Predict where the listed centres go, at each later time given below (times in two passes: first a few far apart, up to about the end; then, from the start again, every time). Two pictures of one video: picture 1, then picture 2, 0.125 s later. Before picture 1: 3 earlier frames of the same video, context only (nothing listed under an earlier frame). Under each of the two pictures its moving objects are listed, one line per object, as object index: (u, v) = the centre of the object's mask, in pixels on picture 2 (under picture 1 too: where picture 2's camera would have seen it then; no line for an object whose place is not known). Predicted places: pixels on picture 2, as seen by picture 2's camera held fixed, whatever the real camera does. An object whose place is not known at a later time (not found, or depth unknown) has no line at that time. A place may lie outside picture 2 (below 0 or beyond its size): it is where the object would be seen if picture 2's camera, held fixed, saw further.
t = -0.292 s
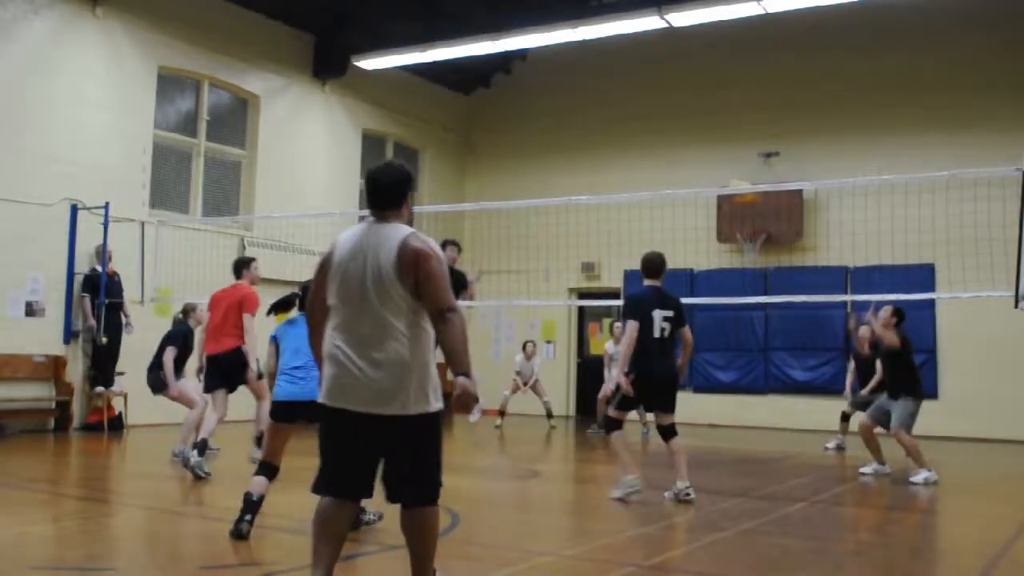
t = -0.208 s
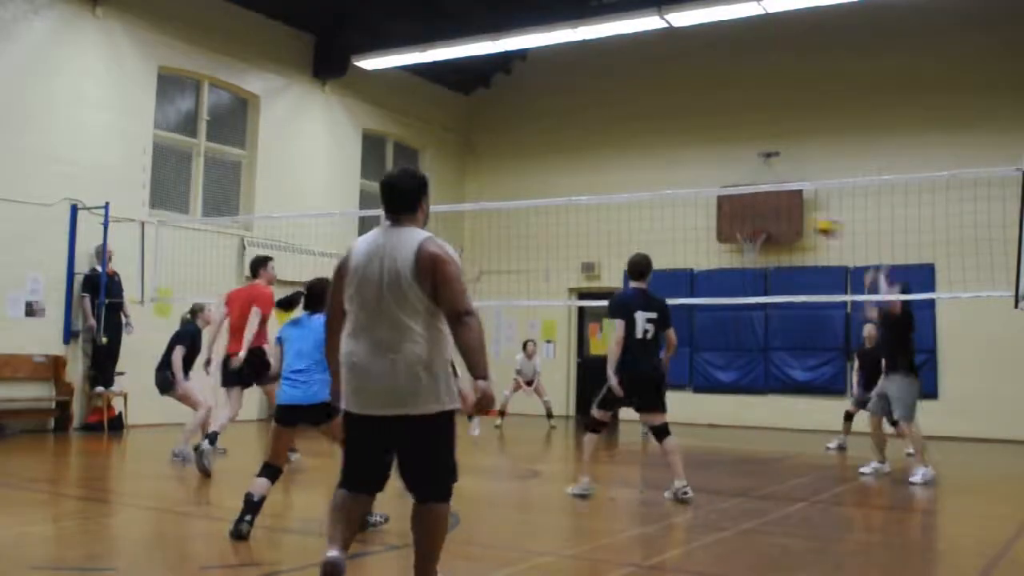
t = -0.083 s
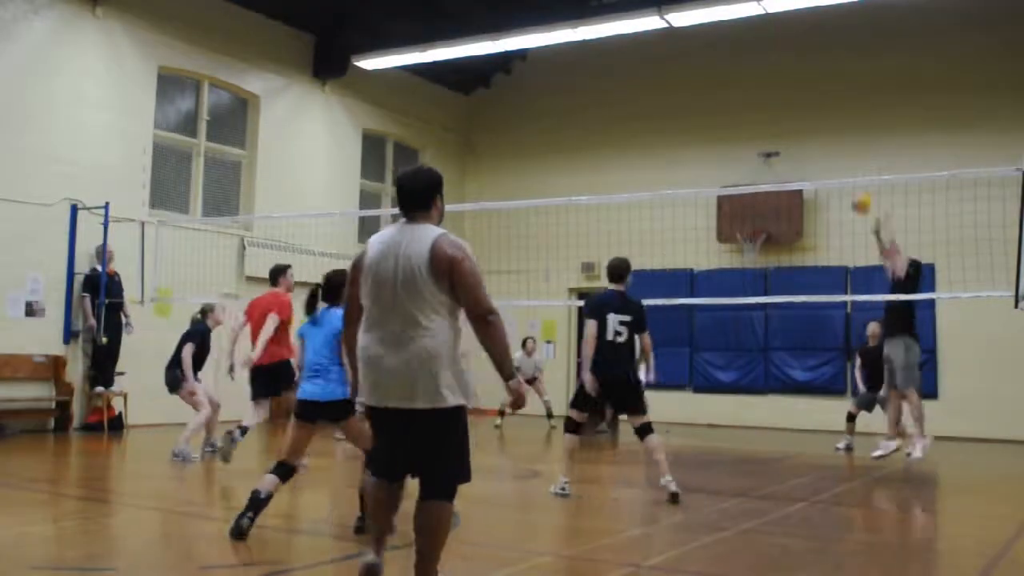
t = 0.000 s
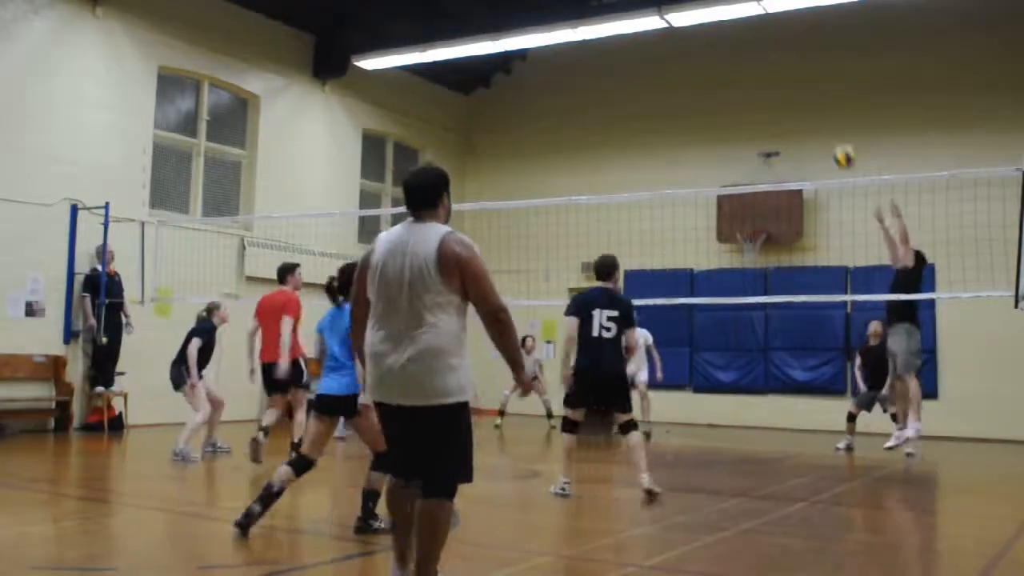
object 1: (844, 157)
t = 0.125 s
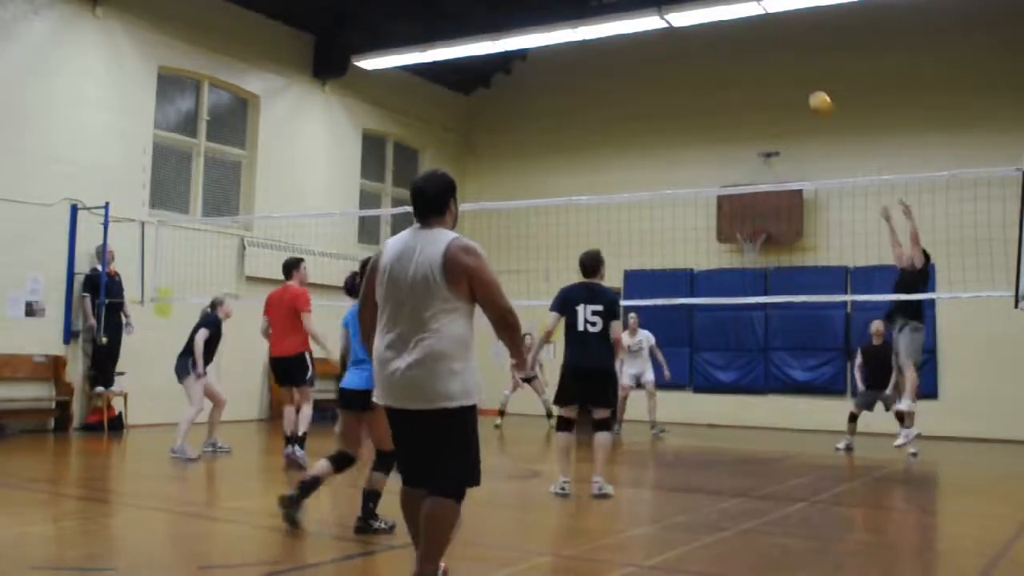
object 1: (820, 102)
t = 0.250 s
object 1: (795, 66)
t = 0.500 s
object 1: (749, 37)
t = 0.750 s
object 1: (704, 66)
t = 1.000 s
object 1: (662, 151)
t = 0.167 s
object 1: (812, 90)
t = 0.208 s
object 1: (803, 77)
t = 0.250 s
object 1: (795, 66)
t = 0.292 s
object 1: (788, 57)
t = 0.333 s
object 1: (780, 51)
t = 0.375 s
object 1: (772, 46)
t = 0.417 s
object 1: (763, 42)
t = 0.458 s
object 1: (756, 38)
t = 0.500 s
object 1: (749, 37)
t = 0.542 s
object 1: (742, 38)
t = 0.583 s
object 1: (734, 41)
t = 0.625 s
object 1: (726, 45)
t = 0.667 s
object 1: (719, 50)
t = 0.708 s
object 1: (712, 55)
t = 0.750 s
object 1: (704, 66)
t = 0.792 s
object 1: (697, 77)
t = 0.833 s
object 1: (690, 89)
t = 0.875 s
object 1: (682, 102)
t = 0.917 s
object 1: (675, 115)
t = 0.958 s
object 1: (669, 131)
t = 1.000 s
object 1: (662, 151)
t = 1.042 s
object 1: (655, 171)
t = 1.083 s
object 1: (647, 192)
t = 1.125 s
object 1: (640, 213)
